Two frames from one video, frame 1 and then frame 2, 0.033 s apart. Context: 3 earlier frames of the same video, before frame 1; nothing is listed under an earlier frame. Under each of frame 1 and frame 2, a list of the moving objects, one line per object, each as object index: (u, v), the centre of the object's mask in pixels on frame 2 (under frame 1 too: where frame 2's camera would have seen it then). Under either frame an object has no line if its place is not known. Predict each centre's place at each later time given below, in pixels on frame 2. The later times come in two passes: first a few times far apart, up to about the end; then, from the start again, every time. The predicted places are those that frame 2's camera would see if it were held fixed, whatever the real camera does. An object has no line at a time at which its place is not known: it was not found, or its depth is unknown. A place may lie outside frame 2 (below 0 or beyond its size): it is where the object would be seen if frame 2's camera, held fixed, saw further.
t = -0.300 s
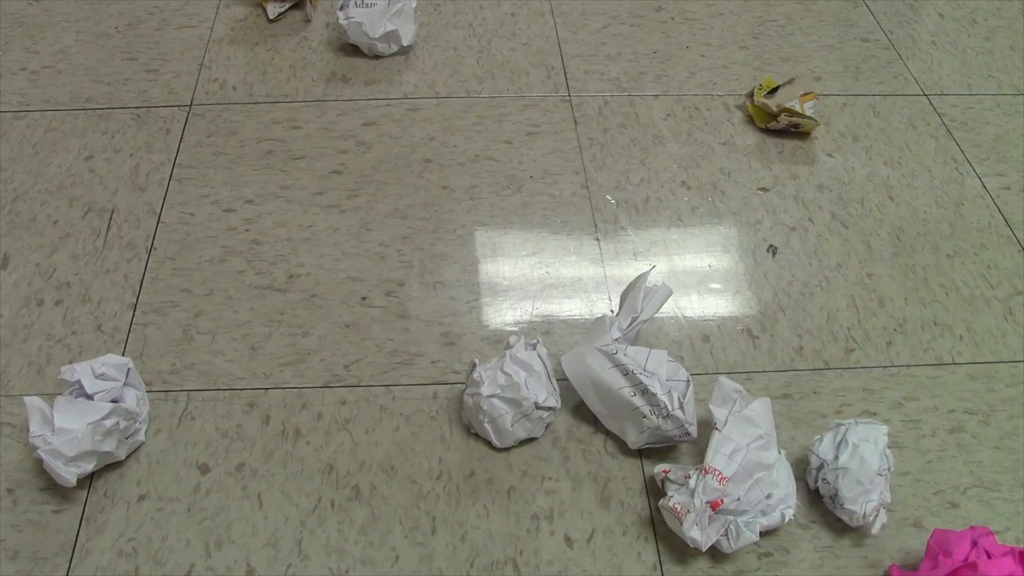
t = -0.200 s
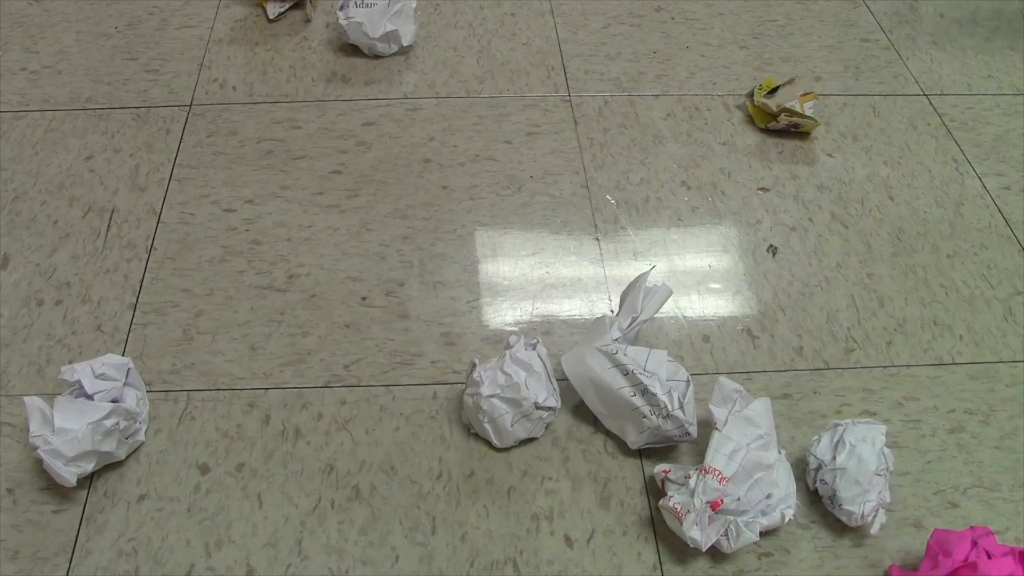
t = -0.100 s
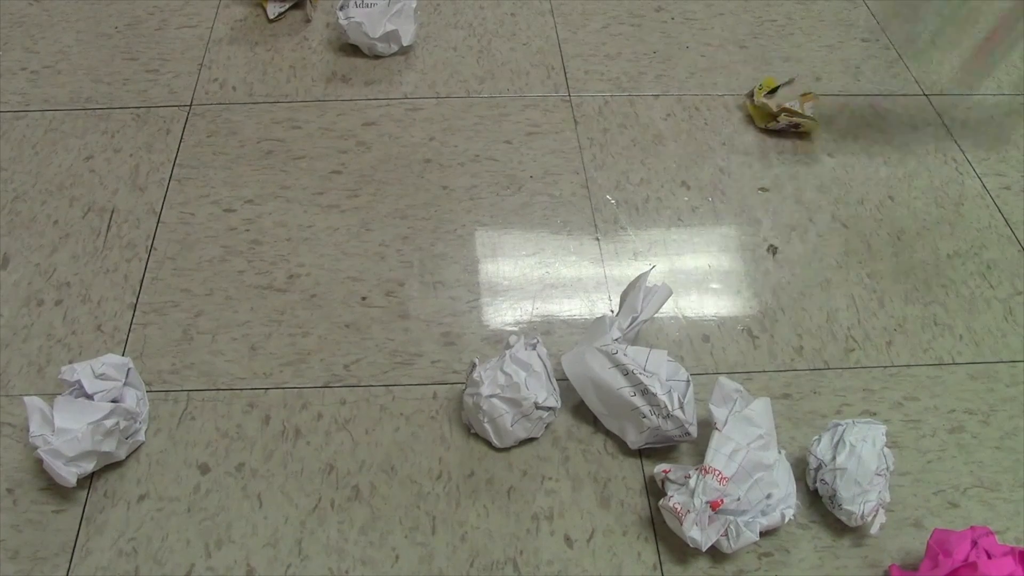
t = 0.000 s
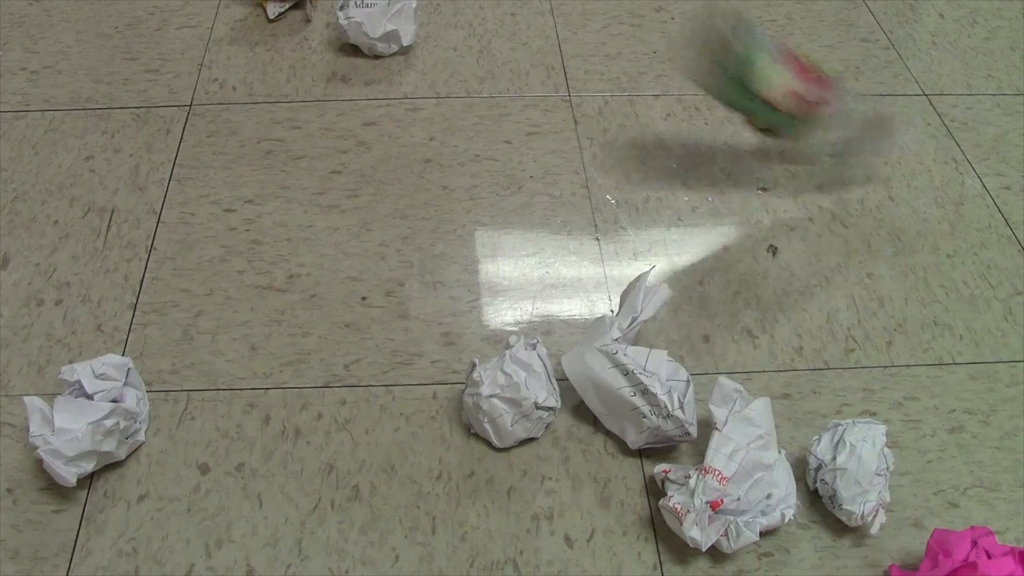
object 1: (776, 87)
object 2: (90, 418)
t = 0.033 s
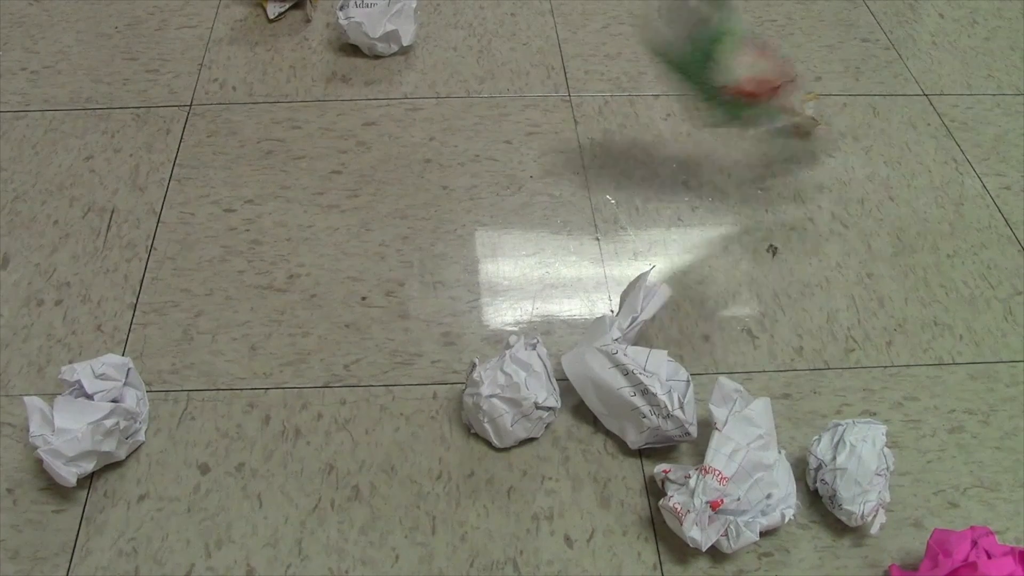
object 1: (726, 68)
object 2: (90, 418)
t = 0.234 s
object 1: (397, 185)
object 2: (90, 418)
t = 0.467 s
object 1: (133, 317)
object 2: (90, 418)
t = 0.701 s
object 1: (82, 334)
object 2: (63, 453)
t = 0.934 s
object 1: (83, 346)
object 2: (66, 461)
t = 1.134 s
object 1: (95, 358)
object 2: (66, 461)
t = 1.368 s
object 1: (96, 355)
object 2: (66, 462)
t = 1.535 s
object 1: (94, 348)
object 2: (66, 462)
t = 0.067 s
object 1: (674, 79)
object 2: (90, 418)
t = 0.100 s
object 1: (625, 86)
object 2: (90, 418)
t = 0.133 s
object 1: (570, 91)
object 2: (90, 418)
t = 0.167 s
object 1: (502, 136)
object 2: (90, 418)
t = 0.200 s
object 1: (450, 155)
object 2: (90, 418)
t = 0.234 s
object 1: (397, 185)
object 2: (90, 418)
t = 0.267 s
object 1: (339, 218)
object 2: (90, 418)
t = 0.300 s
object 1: (297, 258)
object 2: (90, 418)
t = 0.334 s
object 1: (247, 275)
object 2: (90, 418)
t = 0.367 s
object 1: (211, 265)
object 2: (90, 419)
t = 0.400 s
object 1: (163, 275)
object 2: (90, 419)
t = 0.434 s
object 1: (147, 301)
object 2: (90, 419)
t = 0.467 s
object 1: (133, 317)
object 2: (90, 418)
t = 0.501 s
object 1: (115, 319)
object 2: (89, 420)
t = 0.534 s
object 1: (105, 324)
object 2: (84, 429)
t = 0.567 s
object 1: (98, 334)
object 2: (79, 438)
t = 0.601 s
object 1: (92, 341)
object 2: (72, 446)
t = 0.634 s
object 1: (87, 338)
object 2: (67, 450)
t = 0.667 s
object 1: (85, 330)
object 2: (64, 452)
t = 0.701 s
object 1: (82, 334)
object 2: (63, 453)
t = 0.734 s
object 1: (84, 343)
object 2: (62, 458)
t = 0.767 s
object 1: (84, 342)
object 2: (62, 458)
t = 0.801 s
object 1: (85, 347)
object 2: (64, 458)
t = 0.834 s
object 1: (90, 358)
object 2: (66, 460)
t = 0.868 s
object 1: (88, 352)
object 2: (66, 461)
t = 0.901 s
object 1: (83, 344)
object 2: (66, 462)
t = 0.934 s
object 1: (83, 346)
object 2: (66, 461)
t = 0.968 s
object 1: (86, 352)
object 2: (66, 461)
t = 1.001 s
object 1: (89, 360)
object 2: (66, 462)
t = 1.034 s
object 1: (92, 359)
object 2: (66, 461)
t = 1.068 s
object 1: (93, 357)
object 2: (66, 461)
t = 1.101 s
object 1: (95, 358)
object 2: (66, 461)
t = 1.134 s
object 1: (95, 358)
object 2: (66, 461)
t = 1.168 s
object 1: (95, 356)
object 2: (66, 461)
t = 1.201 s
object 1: (95, 357)
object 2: (66, 461)
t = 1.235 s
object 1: (96, 358)
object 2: (66, 462)
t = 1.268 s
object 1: (95, 356)
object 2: (66, 461)
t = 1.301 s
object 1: (95, 356)
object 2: (66, 461)
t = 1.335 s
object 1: (95, 355)
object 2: (66, 461)
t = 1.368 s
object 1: (96, 355)
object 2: (66, 462)
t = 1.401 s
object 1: (95, 353)
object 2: (66, 462)
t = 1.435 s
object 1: (95, 352)
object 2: (66, 461)
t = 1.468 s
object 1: (94, 350)
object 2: (66, 461)
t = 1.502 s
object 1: (94, 349)
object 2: (66, 462)
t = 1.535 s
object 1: (94, 348)
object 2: (66, 462)
